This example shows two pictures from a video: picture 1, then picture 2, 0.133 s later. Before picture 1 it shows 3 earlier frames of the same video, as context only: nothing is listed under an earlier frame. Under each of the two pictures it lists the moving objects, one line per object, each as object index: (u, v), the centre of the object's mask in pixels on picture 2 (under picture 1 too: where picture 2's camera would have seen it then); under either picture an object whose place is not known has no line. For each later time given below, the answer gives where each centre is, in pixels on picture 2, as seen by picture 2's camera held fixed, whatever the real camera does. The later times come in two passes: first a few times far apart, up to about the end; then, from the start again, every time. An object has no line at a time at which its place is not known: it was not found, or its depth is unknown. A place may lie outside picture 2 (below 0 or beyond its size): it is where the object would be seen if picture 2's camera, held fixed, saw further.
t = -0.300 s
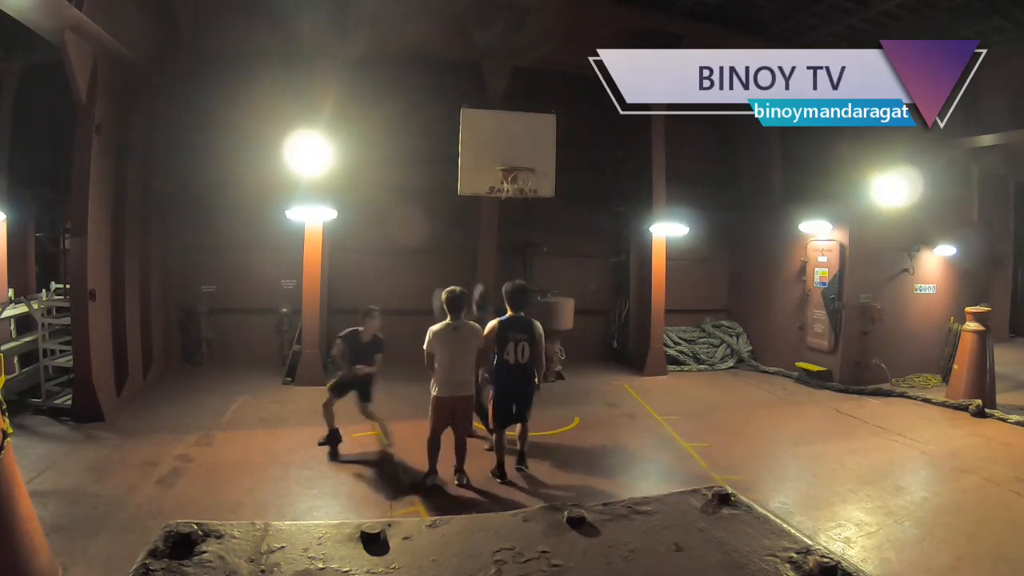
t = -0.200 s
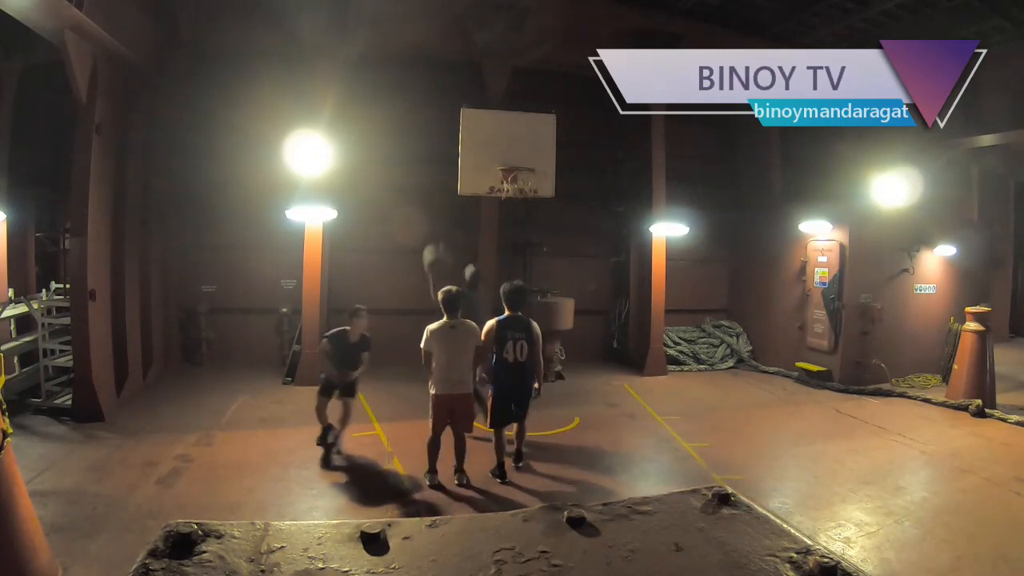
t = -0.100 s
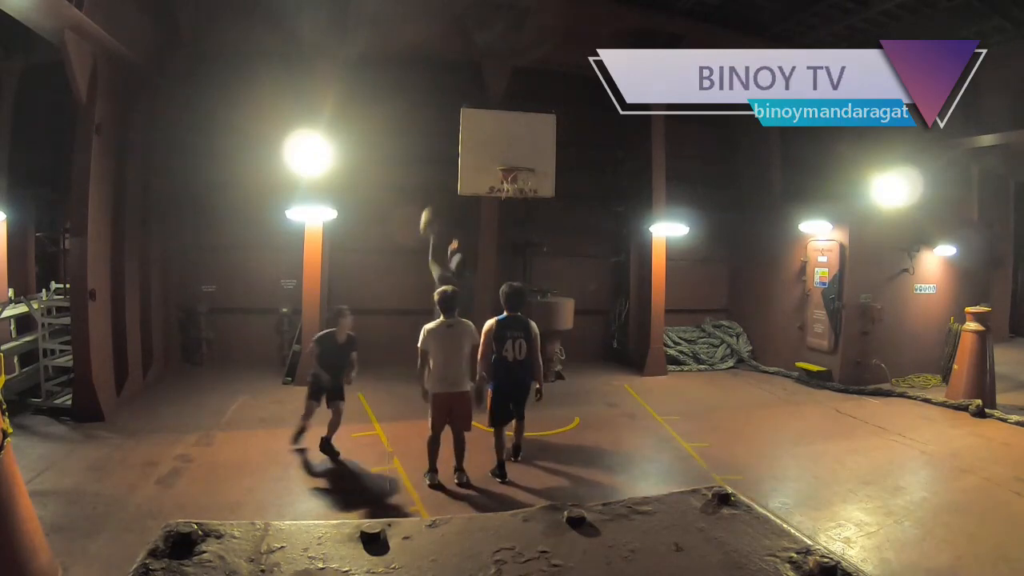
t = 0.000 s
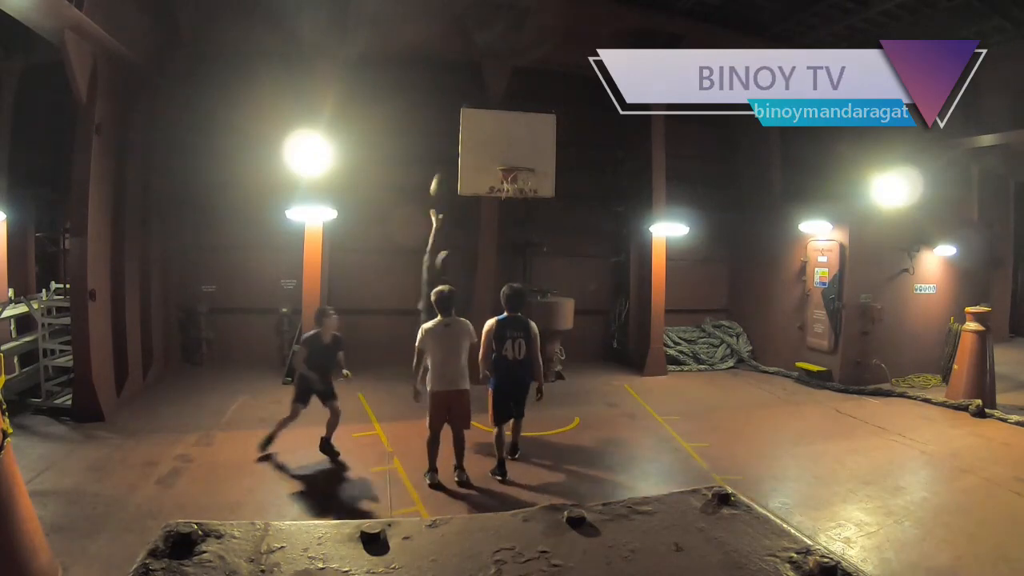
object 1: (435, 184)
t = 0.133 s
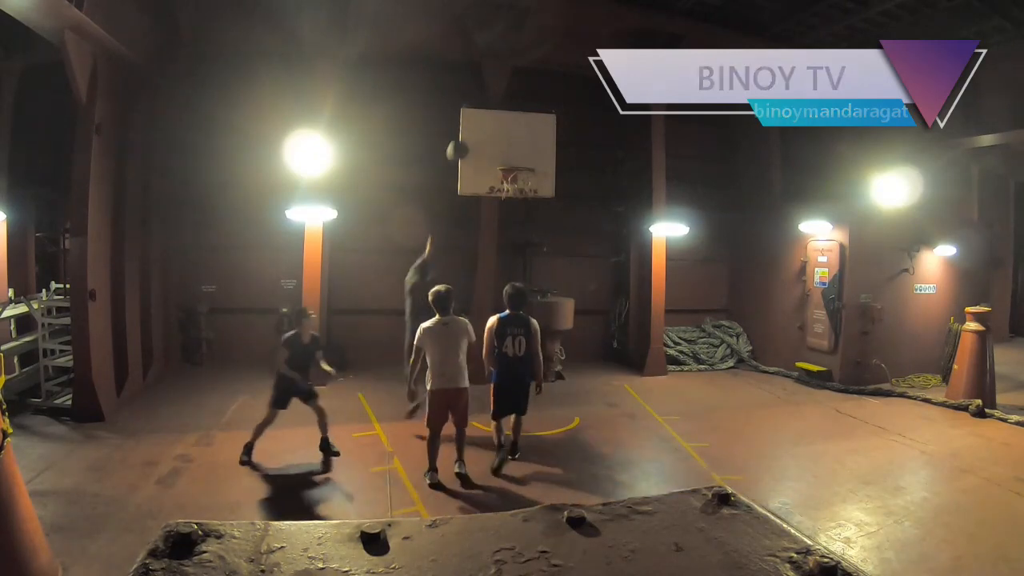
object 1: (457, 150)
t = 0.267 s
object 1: (474, 131)
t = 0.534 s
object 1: (486, 141)
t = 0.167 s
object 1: (460, 143)
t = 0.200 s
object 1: (465, 138)
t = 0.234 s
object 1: (469, 134)
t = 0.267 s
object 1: (474, 131)
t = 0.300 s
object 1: (476, 129)
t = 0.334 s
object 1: (476, 129)
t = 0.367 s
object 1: (478, 129)
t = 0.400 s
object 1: (480, 129)
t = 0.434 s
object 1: (481, 131)
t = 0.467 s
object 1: (483, 133)
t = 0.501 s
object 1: (485, 136)
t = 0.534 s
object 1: (486, 141)
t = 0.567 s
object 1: (488, 147)
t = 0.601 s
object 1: (490, 153)
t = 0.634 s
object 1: (491, 160)
